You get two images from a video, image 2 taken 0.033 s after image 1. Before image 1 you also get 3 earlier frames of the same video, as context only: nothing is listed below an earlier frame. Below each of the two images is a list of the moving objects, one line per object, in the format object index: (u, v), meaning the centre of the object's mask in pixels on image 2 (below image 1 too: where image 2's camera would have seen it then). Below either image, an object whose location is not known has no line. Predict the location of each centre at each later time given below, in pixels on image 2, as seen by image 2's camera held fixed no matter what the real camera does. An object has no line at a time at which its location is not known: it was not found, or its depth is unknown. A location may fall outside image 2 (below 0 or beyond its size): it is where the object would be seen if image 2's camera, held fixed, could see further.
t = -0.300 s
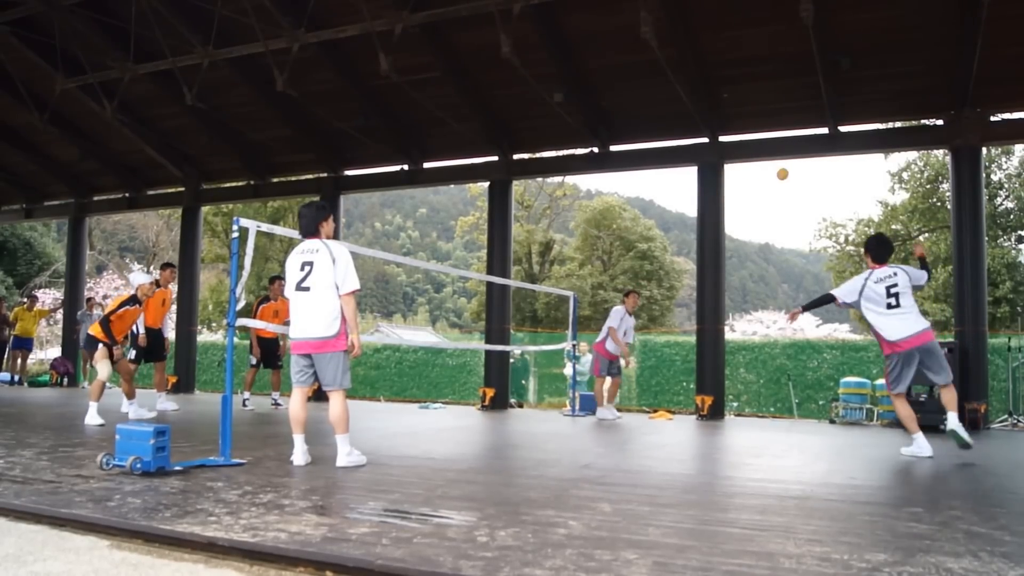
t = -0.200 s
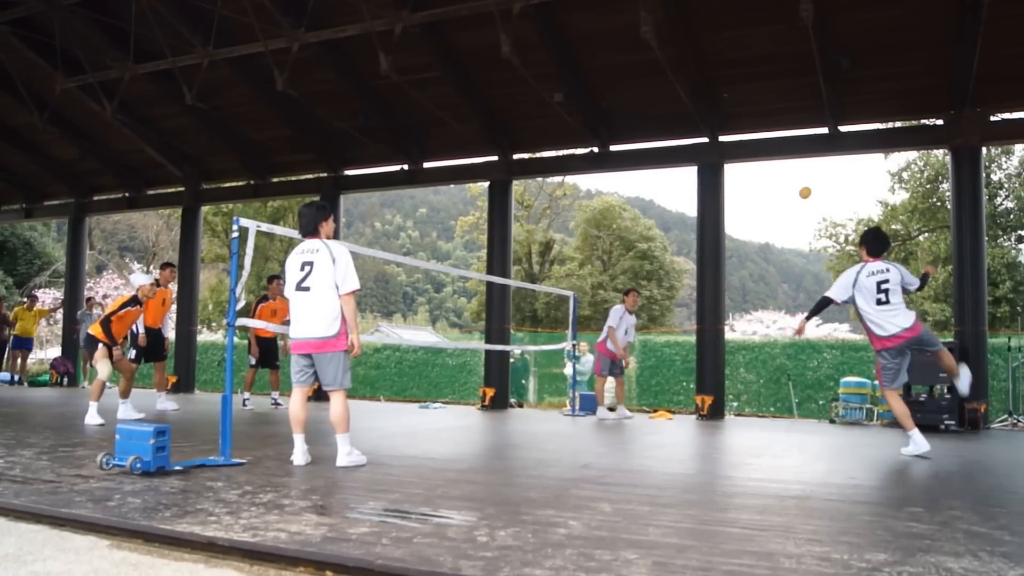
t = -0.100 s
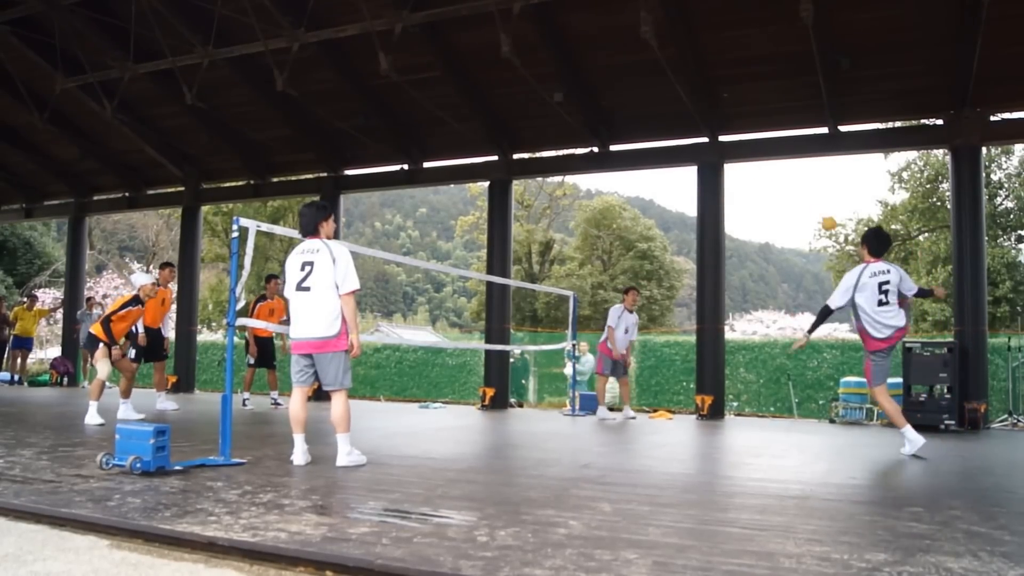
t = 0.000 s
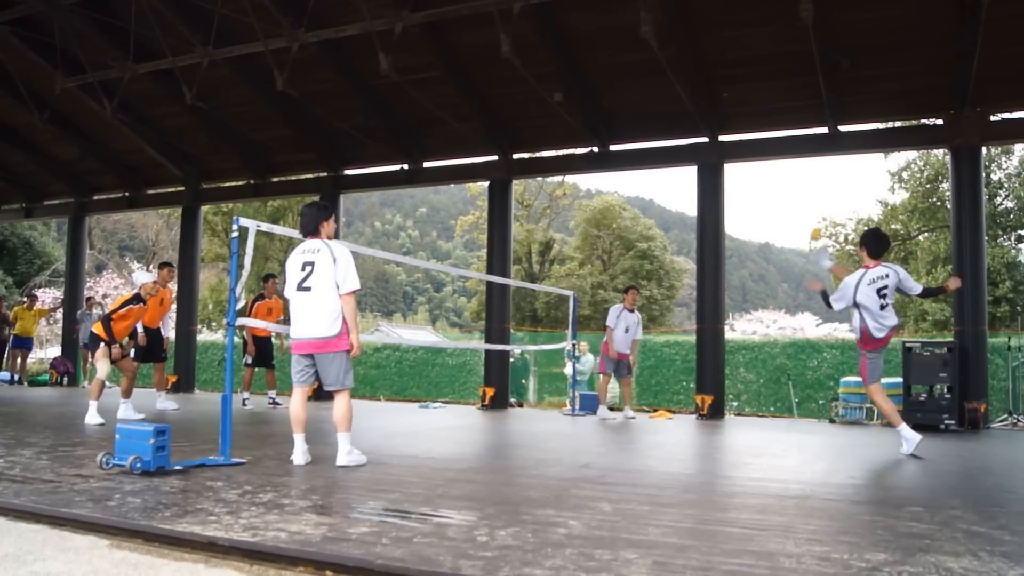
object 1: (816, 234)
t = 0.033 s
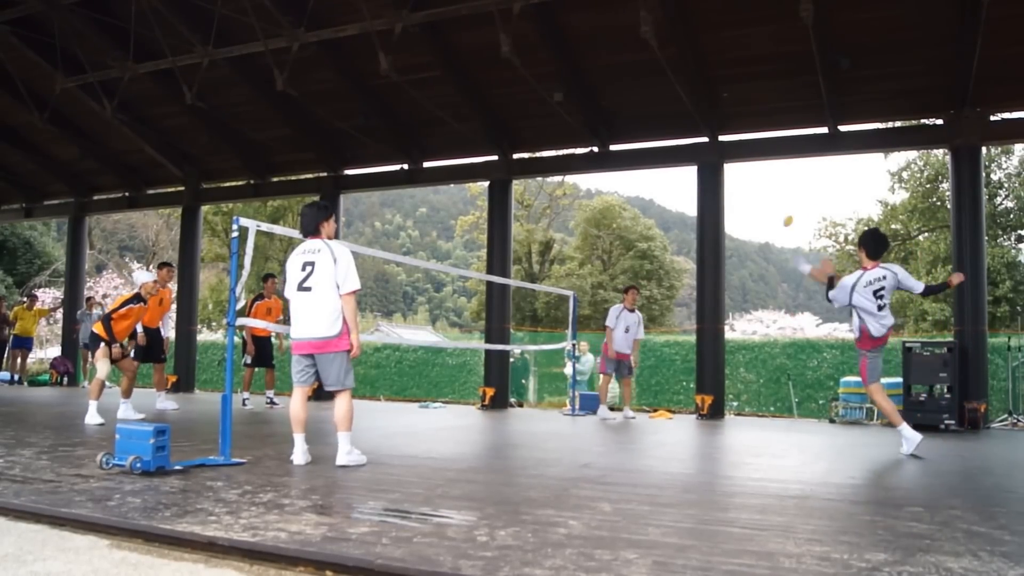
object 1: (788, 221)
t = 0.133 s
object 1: (708, 189)
